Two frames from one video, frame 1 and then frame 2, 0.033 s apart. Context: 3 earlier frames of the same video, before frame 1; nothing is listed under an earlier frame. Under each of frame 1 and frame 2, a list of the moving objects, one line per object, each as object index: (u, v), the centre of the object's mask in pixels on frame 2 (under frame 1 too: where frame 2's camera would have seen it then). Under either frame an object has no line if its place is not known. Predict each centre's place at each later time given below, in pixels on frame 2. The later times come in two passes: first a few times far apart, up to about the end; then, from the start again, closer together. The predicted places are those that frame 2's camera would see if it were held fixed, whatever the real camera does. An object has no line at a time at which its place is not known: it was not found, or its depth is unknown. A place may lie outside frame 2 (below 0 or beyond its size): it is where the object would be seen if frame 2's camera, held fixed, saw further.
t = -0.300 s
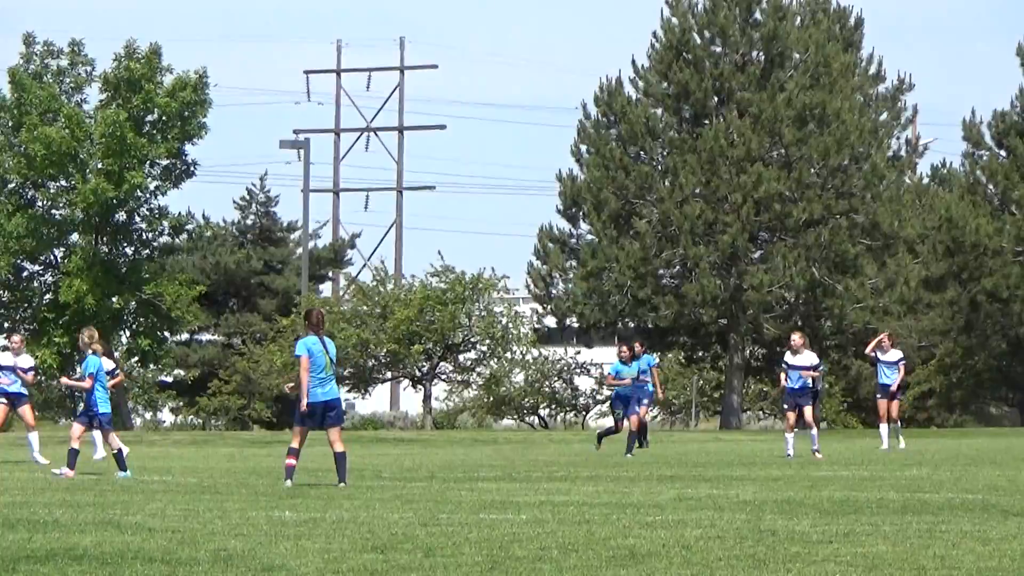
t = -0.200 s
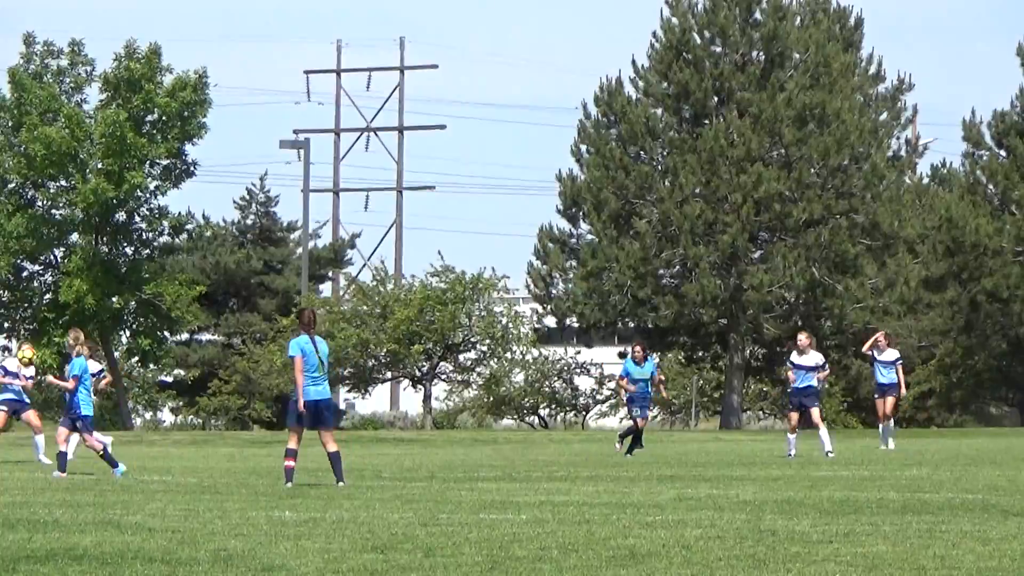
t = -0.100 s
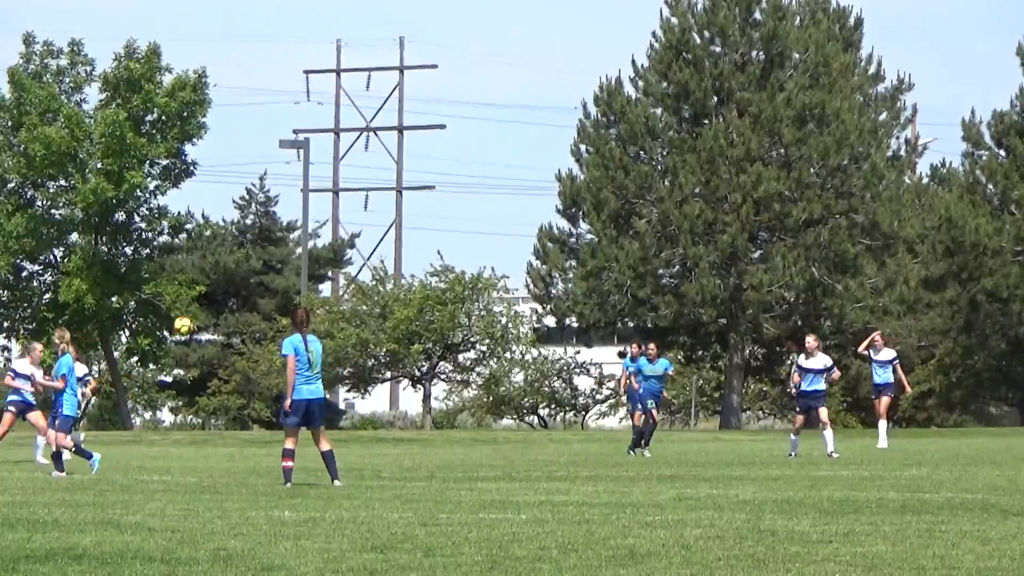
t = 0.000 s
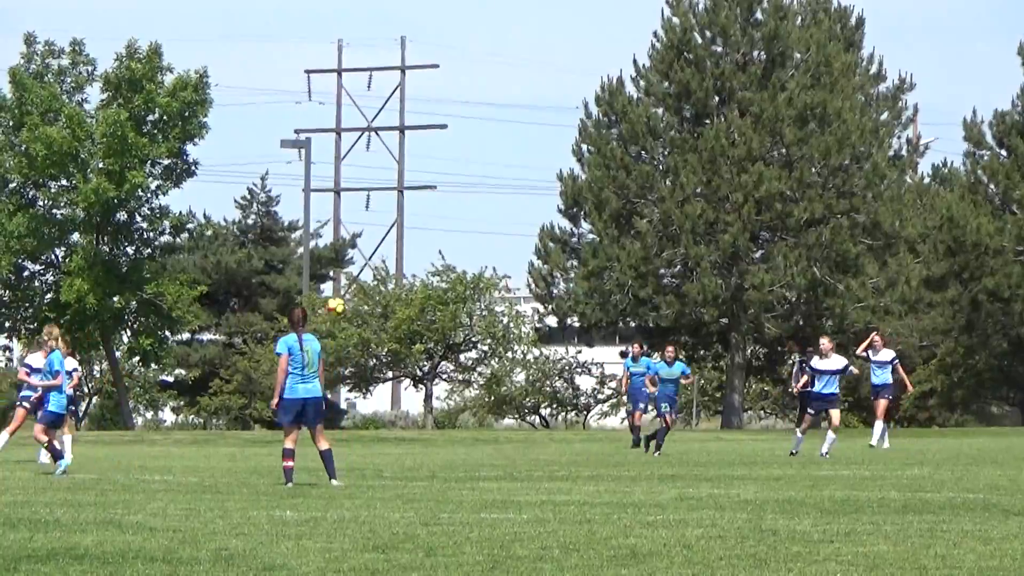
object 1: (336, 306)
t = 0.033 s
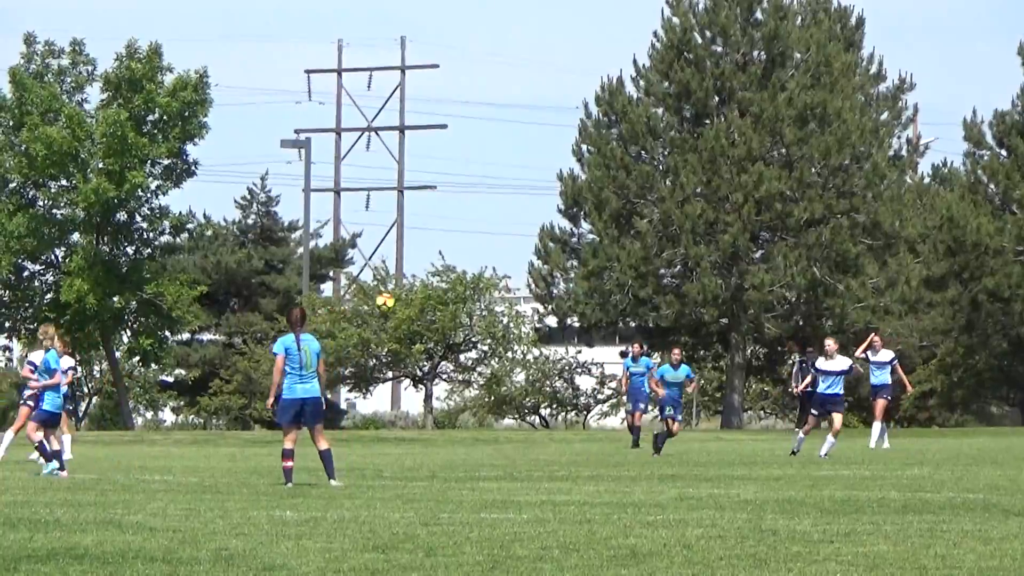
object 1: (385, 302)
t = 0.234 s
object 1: (671, 300)
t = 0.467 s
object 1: (986, 341)
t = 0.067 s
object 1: (434, 299)
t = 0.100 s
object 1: (482, 298)
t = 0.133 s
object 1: (531, 297)
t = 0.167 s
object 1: (578, 296)
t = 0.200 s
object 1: (624, 298)
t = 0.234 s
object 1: (671, 300)
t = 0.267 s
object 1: (717, 303)
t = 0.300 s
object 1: (761, 309)
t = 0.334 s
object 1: (807, 312)
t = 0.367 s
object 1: (852, 318)
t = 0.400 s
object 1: (897, 324)
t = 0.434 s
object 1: (942, 333)
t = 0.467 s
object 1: (986, 341)
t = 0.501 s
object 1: (1031, 351)
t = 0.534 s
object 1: (1074, 362)
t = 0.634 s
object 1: (1215, 402)
